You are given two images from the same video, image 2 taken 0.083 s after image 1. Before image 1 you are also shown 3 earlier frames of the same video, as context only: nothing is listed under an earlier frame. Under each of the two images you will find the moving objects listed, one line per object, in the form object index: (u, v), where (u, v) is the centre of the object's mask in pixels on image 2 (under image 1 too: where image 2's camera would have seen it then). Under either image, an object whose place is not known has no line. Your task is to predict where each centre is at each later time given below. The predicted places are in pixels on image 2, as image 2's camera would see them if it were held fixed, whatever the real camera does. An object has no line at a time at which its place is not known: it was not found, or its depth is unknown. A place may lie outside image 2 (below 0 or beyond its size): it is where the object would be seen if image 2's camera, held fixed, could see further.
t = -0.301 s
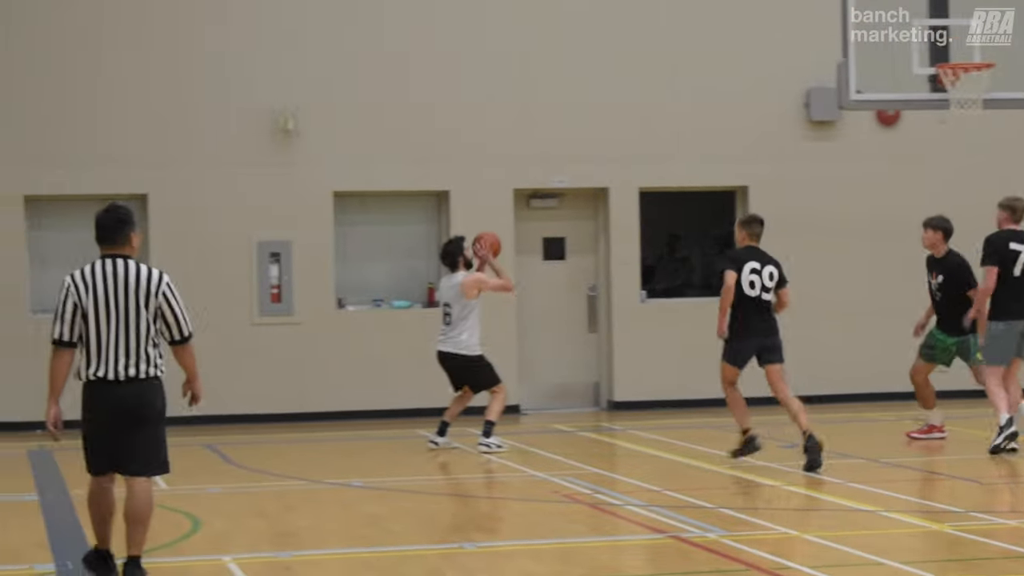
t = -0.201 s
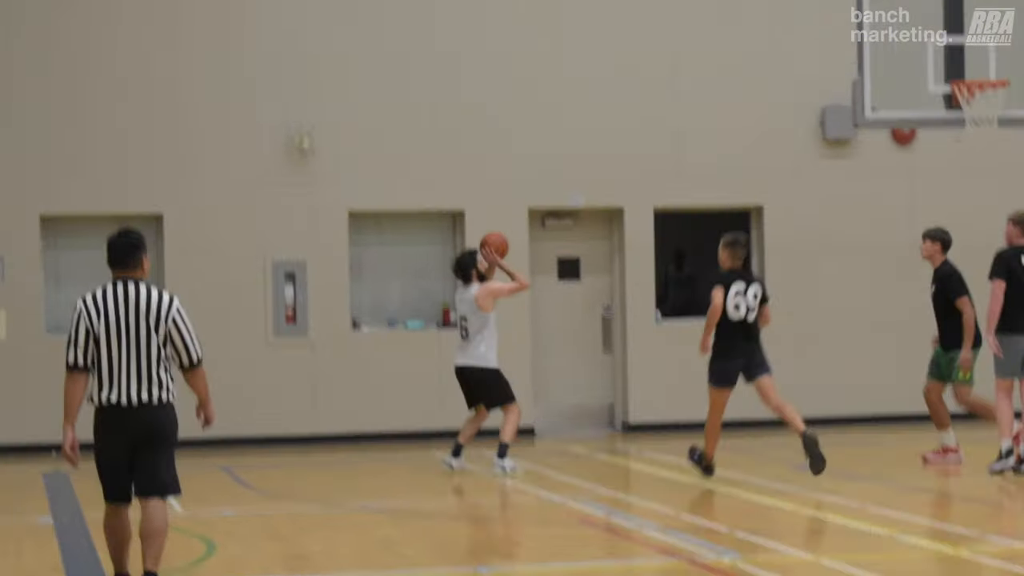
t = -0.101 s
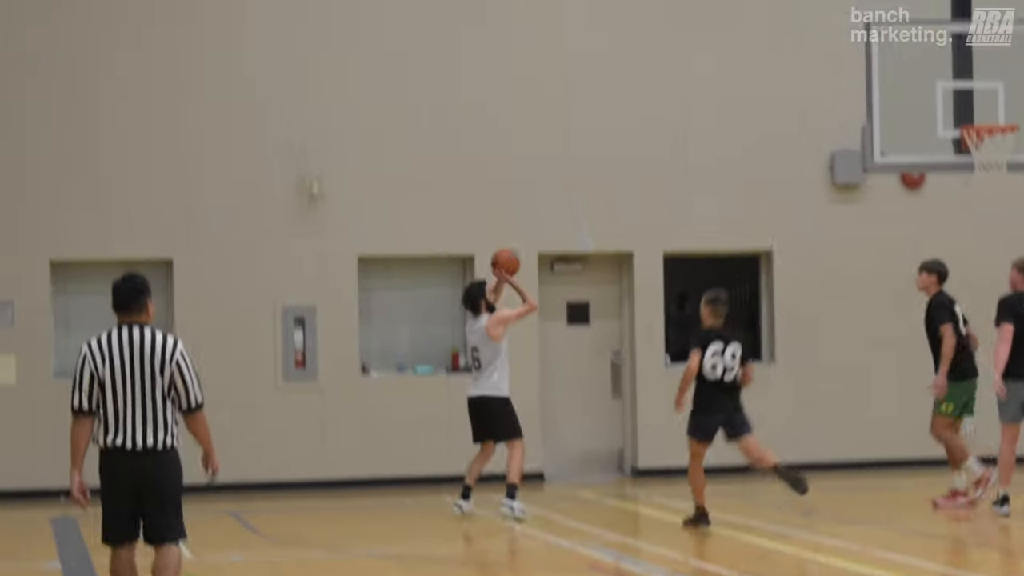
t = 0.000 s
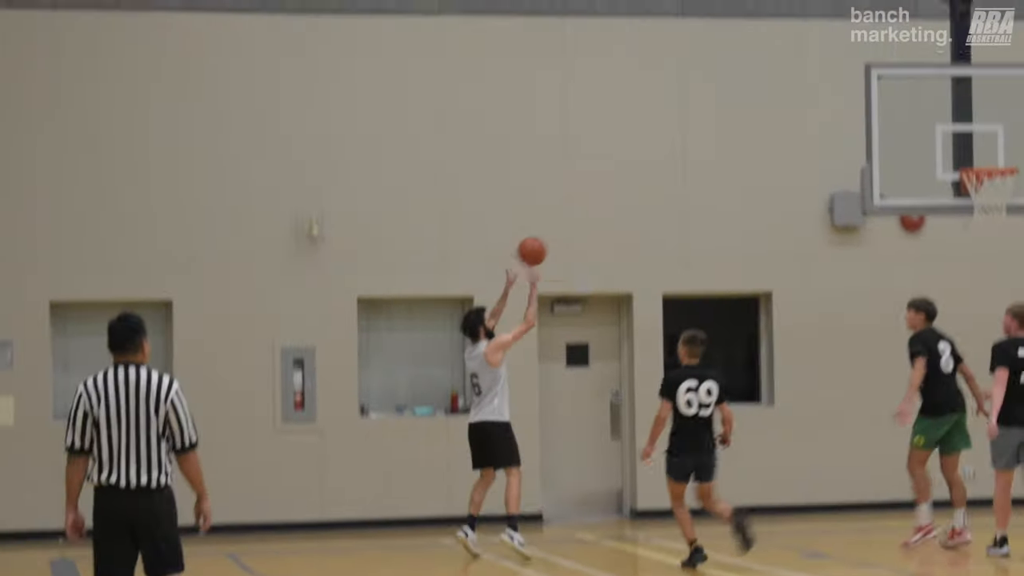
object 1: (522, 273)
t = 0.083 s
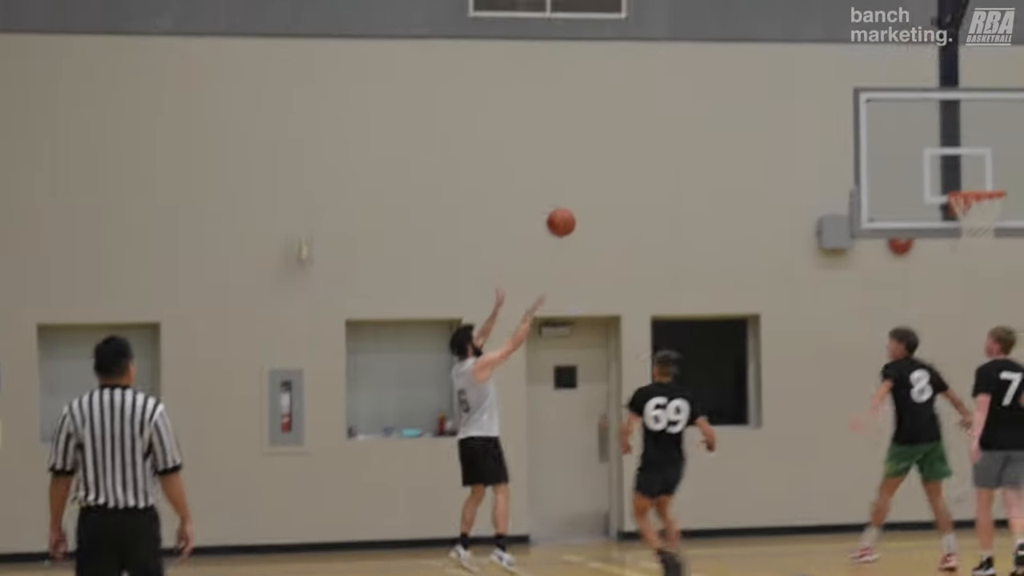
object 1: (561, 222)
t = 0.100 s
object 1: (569, 213)
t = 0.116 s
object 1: (577, 204)
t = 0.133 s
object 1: (584, 195)
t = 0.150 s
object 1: (592, 187)
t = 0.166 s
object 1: (600, 179)
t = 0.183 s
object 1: (607, 172)
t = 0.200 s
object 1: (615, 164)
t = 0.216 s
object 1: (622, 157)
